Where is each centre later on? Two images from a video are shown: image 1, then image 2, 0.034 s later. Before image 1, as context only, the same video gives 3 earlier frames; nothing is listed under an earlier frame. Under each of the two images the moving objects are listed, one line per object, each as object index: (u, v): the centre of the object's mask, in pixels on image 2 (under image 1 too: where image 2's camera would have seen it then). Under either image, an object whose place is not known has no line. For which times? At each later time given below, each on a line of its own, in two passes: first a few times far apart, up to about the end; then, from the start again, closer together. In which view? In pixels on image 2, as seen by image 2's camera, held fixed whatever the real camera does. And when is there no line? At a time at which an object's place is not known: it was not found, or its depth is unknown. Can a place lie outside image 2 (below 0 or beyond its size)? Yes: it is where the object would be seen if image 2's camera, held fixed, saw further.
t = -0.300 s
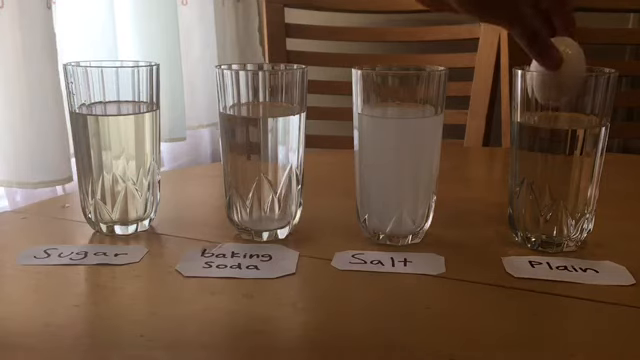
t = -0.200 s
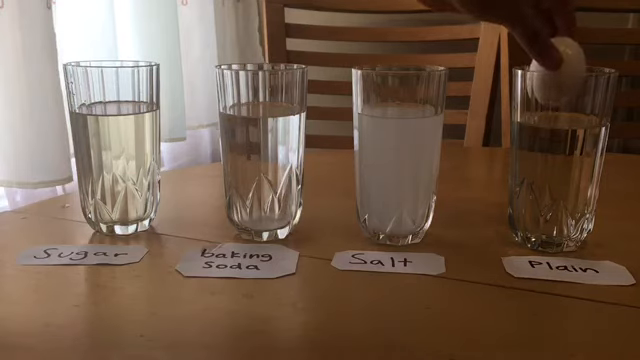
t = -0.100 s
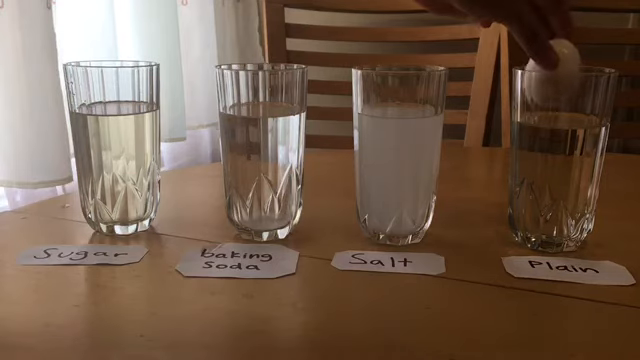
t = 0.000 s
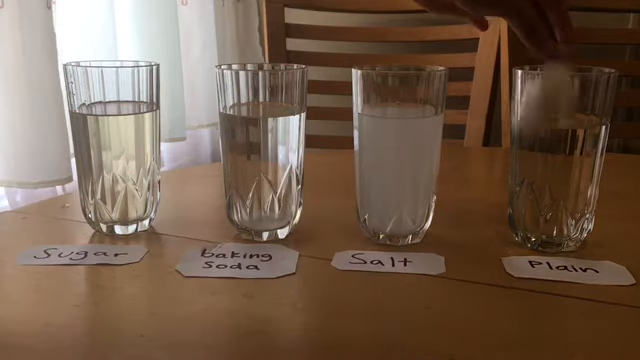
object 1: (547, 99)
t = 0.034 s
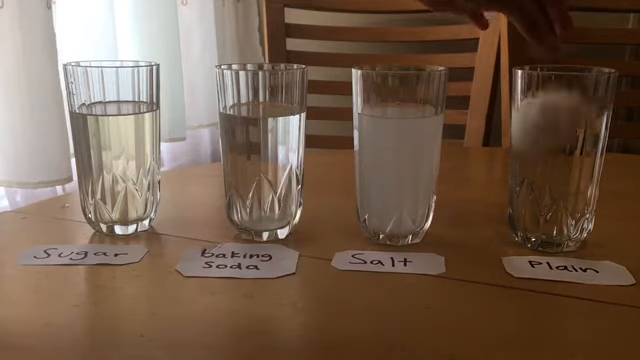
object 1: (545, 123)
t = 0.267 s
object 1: (552, 170)
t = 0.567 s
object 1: (552, 168)
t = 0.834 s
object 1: (551, 198)
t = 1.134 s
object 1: (552, 206)
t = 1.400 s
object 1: (552, 207)
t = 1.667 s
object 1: (552, 207)
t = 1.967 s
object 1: (552, 207)
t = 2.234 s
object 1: (552, 207)
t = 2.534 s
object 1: (552, 207)
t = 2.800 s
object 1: (552, 207)
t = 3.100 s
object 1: (552, 207)
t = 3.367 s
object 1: (552, 207)
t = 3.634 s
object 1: (552, 207)
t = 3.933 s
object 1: (552, 207)
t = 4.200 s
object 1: (552, 207)
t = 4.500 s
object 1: (552, 207)
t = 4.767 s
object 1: (552, 207)
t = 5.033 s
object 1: (552, 207)
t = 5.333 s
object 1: (552, 207)
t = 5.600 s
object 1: (552, 207)
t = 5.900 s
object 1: (552, 207)
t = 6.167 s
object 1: (552, 207)
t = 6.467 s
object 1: (552, 207)
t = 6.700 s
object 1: (551, 207)
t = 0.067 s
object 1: (547, 138)
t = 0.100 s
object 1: (553, 156)
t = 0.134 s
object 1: (553, 164)
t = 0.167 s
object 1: (553, 169)
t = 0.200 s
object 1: (553, 171)
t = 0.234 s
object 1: (553, 171)
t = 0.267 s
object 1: (552, 170)
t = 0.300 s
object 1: (552, 170)
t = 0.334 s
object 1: (551, 170)
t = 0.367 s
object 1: (551, 169)
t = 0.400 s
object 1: (551, 170)
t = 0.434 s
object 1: (551, 170)
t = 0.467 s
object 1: (551, 169)
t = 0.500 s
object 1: (550, 169)
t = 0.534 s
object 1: (551, 168)
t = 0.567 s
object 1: (552, 168)
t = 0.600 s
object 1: (551, 188)
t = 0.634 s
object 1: (554, 173)
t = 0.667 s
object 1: (552, 190)
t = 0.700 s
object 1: (552, 191)
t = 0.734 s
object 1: (552, 192)
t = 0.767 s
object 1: (551, 195)
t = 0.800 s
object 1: (551, 197)
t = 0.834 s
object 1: (551, 198)
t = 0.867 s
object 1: (551, 199)
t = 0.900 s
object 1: (552, 201)
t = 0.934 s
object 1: (553, 202)
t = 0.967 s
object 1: (553, 203)
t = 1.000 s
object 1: (553, 204)
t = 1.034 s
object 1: (553, 204)
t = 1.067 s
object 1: (553, 205)
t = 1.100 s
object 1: (553, 205)
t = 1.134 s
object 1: (552, 206)
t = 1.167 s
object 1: (552, 207)
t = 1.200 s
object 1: (552, 207)
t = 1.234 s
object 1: (552, 207)
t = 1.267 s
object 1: (552, 207)
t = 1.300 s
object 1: (552, 207)
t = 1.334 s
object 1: (552, 207)
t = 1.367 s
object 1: (552, 207)
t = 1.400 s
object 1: (552, 207)
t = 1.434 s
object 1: (552, 207)
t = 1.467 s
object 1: (552, 207)
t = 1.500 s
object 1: (552, 207)
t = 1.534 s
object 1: (552, 207)
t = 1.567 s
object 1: (552, 207)
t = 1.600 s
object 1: (552, 207)
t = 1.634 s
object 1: (552, 207)
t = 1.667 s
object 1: (552, 207)
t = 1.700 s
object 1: (552, 207)
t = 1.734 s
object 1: (552, 207)
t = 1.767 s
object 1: (552, 207)
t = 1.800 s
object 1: (552, 207)
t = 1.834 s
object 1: (552, 207)
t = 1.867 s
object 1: (552, 207)
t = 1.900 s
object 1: (552, 207)
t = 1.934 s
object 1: (552, 207)
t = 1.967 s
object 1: (552, 207)
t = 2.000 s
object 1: (552, 207)
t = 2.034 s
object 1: (552, 207)
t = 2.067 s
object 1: (552, 207)
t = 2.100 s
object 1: (552, 207)
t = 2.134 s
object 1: (552, 207)
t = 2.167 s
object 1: (552, 207)
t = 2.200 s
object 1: (552, 207)
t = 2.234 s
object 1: (552, 207)
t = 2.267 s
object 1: (552, 207)
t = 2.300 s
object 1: (552, 207)
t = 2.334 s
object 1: (552, 207)
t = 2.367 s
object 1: (552, 207)
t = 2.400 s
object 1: (552, 207)
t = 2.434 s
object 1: (552, 207)
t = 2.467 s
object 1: (552, 207)
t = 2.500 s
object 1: (552, 207)
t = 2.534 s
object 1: (552, 207)
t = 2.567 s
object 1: (552, 207)
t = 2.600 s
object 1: (552, 207)
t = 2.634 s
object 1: (552, 207)
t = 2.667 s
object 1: (552, 207)
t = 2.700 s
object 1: (552, 207)
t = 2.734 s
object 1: (552, 207)
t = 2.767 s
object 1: (552, 207)
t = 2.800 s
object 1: (552, 207)
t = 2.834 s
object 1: (552, 207)
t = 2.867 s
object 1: (552, 207)
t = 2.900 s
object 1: (552, 207)
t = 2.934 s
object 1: (552, 207)
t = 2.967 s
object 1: (552, 207)
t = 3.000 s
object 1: (552, 207)
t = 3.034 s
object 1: (552, 207)
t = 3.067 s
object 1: (552, 207)
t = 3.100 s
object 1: (552, 207)
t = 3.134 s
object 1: (552, 207)
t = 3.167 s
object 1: (552, 207)
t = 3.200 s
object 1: (552, 207)
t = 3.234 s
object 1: (552, 207)
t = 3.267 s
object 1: (552, 207)
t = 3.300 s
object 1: (552, 207)
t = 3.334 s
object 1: (552, 207)
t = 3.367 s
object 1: (552, 207)
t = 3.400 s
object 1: (552, 207)
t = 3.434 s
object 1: (552, 207)
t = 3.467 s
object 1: (552, 207)
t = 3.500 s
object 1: (552, 207)
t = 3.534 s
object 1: (552, 207)
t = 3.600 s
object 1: (552, 207)
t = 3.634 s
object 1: (552, 207)
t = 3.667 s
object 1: (552, 207)
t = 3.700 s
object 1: (552, 207)
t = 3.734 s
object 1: (552, 207)
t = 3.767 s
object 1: (552, 207)
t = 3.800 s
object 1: (552, 207)
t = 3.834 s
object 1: (552, 207)
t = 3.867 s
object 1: (552, 207)
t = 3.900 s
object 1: (552, 207)
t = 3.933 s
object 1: (552, 207)
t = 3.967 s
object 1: (552, 207)
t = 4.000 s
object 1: (552, 207)
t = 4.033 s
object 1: (552, 207)
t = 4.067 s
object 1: (552, 207)
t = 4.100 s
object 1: (552, 207)
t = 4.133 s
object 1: (552, 207)
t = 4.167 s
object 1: (552, 207)
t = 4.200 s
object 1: (552, 207)
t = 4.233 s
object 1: (552, 207)
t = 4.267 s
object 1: (552, 207)
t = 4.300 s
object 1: (552, 207)
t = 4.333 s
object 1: (552, 207)
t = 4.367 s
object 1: (552, 207)
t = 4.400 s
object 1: (552, 207)
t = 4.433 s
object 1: (552, 207)
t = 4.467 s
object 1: (552, 207)
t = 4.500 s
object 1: (552, 207)
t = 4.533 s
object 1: (552, 207)
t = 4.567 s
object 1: (552, 207)
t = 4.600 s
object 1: (552, 207)
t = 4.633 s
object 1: (552, 207)
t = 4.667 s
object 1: (552, 207)
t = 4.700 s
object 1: (552, 207)
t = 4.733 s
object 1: (552, 207)
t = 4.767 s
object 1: (552, 207)
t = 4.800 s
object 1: (552, 207)
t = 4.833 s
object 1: (552, 207)
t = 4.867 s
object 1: (552, 207)
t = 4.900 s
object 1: (552, 207)
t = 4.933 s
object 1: (552, 207)
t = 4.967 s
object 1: (552, 207)
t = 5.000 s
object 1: (552, 207)
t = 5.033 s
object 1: (552, 207)
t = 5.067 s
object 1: (552, 207)
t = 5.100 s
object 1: (552, 207)
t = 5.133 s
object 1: (552, 207)
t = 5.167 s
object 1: (552, 207)
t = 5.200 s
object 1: (552, 207)
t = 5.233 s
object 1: (552, 207)
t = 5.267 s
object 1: (552, 207)
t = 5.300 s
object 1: (552, 207)
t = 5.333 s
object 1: (552, 207)
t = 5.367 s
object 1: (552, 207)
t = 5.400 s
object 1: (552, 207)
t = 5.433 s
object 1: (552, 207)
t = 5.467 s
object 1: (552, 207)
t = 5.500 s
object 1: (552, 207)
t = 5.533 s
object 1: (552, 207)
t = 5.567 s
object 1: (552, 207)
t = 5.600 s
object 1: (552, 207)
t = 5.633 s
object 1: (552, 207)
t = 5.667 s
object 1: (552, 207)
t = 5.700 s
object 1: (552, 207)
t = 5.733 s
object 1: (552, 207)
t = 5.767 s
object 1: (552, 207)
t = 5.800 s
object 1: (552, 207)
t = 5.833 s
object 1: (552, 207)
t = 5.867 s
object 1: (552, 207)
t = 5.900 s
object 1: (552, 207)
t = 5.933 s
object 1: (552, 207)
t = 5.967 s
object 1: (552, 207)
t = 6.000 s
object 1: (552, 207)
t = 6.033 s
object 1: (552, 207)
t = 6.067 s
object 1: (552, 207)
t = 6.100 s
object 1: (552, 207)
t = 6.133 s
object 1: (552, 207)
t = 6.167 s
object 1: (552, 207)
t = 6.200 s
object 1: (552, 207)
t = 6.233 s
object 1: (552, 207)
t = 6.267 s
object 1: (552, 207)
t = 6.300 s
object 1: (552, 207)
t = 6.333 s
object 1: (552, 207)
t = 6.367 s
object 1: (552, 207)
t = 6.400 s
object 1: (552, 207)
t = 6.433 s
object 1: (552, 207)
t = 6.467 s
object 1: (552, 207)
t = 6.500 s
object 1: (552, 207)
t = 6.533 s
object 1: (552, 207)
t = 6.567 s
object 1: (551, 207)
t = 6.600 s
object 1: (551, 207)
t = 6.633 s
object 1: (551, 207)
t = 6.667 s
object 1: (551, 207)
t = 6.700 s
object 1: (551, 207)
